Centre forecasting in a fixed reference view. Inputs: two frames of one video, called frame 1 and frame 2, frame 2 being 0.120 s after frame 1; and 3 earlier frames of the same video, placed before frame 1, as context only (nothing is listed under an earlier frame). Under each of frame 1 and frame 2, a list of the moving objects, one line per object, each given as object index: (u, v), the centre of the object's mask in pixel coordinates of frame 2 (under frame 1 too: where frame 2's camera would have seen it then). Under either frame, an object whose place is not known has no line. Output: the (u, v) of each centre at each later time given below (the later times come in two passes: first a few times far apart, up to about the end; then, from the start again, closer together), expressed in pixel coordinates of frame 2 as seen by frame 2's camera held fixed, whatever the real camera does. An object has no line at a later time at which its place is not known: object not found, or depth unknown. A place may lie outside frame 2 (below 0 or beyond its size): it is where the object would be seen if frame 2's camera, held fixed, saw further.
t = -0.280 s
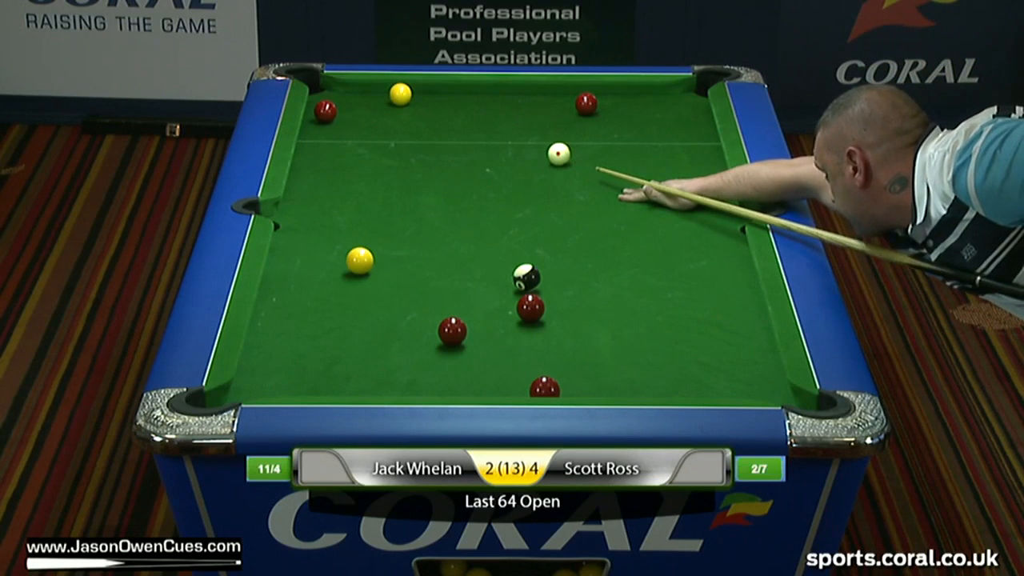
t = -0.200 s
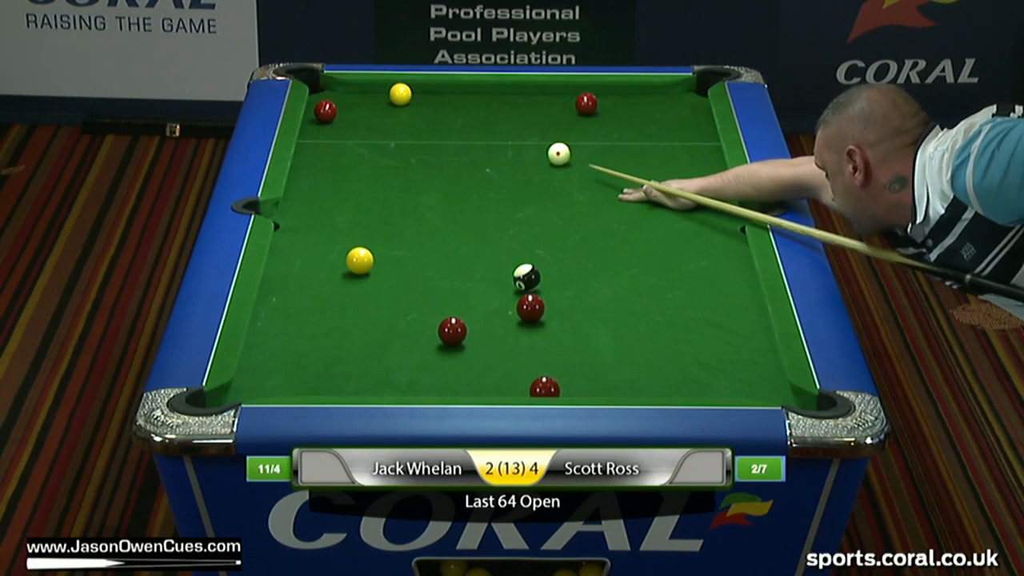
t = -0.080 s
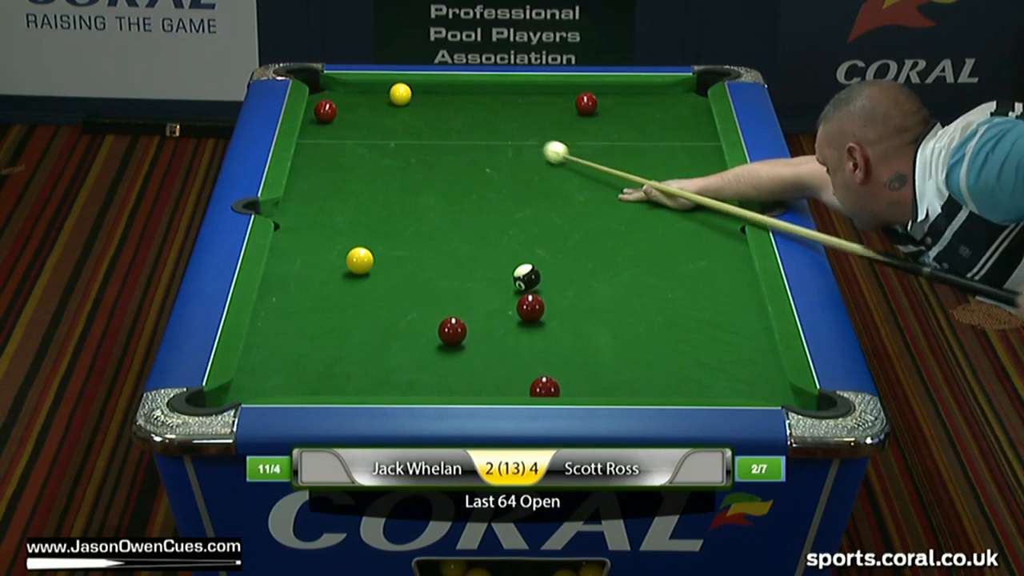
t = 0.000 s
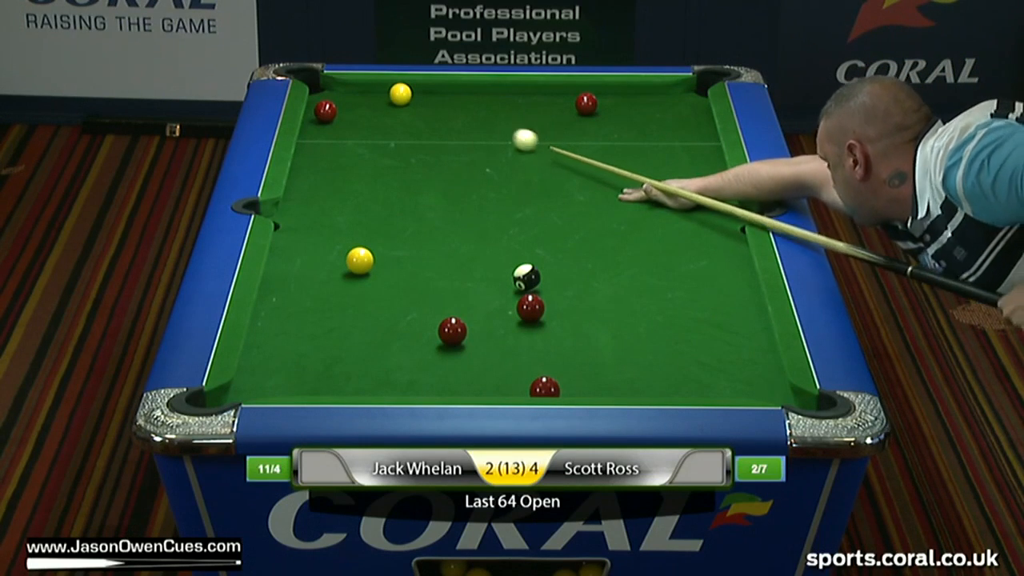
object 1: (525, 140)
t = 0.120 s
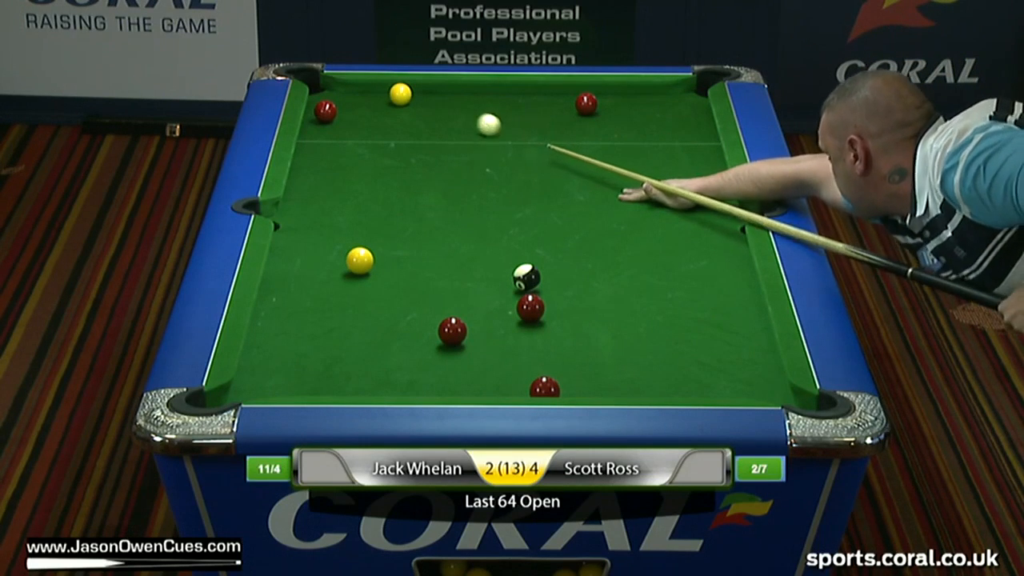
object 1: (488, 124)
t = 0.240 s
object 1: (455, 111)
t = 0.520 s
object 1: (426, 87)
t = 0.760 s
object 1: (425, 98)
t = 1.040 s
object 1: (423, 111)
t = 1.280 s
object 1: (422, 122)
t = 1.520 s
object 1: (421, 132)
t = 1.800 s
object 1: (420, 143)
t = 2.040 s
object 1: (419, 152)
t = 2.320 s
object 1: (420, 162)
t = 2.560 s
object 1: (419, 169)
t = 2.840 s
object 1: (419, 178)
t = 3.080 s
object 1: (418, 184)
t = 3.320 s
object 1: (417, 189)
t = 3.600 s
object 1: (416, 194)
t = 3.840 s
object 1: (416, 198)
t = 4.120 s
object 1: (415, 201)
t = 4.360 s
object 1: (415, 203)
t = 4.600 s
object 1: (416, 204)
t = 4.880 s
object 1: (416, 204)
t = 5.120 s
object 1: (416, 204)
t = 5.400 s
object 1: (416, 204)
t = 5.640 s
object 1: (416, 204)
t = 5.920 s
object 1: (416, 204)
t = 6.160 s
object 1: (416, 204)
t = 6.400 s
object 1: (416, 204)
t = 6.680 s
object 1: (416, 204)
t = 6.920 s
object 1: (416, 204)
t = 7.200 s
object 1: (416, 204)
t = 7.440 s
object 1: (416, 204)
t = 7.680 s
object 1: (416, 204)
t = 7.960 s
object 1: (416, 204)
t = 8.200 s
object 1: (416, 204)
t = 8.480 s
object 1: (416, 204)
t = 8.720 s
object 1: (416, 204)
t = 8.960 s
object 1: (416, 204)
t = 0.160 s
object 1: (477, 120)
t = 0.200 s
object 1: (466, 116)
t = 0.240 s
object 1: (455, 111)
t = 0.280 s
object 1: (445, 107)
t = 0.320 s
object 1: (434, 102)
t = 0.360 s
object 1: (424, 98)
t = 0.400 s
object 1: (423, 95)
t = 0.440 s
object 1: (425, 93)
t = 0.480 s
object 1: (426, 89)
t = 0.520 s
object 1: (426, 87)
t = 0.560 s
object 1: (426, 89)
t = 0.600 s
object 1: (426, 91)
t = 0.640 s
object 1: (426, 93)
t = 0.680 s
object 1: (425, 95)
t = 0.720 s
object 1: (425, 96)
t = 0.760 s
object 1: (425, 98)
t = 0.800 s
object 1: (425, 100)
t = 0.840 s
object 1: (424, 102)
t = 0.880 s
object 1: (424, 104)
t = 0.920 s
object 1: (424, 106)
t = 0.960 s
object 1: (424, 108)
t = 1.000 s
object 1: (424, 109)
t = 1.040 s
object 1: (423, 111)
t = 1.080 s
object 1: (423, 113)
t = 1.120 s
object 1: (423, 115)
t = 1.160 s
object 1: (423, 116)
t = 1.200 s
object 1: (422, 118)
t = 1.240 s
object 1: (422, 120)
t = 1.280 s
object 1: (422, 122)
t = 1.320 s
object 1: (422, 123)
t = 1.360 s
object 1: (422, 125)
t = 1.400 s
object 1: (421, 127)
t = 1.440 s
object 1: (421, 129)
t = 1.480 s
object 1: (421, 130)
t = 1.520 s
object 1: (421, 132)
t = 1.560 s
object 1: (420, 134)
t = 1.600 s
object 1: (420, 135)
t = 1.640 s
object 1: (420, 137)
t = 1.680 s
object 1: (420, 138)
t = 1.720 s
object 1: (420, 140)
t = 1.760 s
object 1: (420, 142)
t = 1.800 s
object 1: (420, 143)
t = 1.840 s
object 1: (420, 145)
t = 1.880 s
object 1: (420, 146)
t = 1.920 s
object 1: (419, 147)
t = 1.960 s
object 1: (419, 149)
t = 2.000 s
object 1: (419, 151)
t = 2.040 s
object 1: (419, 152)
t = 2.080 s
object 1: (419, 153)
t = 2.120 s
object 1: (419, 155)
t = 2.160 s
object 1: (419, 156)
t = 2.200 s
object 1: (419, 158)
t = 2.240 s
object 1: (420, 159)
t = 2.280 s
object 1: (420, 160)
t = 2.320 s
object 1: (420, 162)
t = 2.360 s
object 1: (419, 163)
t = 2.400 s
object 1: (420, 164)
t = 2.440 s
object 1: (419, 166)
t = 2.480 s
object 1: (419, 167)
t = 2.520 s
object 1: (419, 168)
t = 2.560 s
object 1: (419, 169)
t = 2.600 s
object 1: (419, 171)
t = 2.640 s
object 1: (419, 172)
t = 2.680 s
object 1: (419, 173)
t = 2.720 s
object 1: (419, 174)
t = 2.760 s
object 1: (419, 175)
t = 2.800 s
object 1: (419, 176)
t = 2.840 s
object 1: (419, 178)
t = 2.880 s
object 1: (419, 178)
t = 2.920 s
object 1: (418, 179)
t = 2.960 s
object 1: (419, 180)
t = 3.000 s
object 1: (418, 181)
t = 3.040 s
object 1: (418, 183)
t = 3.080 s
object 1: (418, 184)
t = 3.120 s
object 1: (418, 185)
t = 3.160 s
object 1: (418, 185)
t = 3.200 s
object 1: (418, 187)
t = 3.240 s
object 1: (418, 187)
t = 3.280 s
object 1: (418, 188)
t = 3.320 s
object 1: (417, 189)
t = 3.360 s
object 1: (417, 190)
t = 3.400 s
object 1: (417, 191)
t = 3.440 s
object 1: (417, 192)
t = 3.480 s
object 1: (417, 192)
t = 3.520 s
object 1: (417, 193)
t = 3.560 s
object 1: (417, 194)
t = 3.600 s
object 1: (416, 194)
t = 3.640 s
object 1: (416, 195)
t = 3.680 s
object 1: (416, 196)
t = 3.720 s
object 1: (416, 196)
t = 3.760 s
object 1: (416, 197)
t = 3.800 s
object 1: (416, 197)
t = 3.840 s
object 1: (416, 198)
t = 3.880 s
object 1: (416, 199)
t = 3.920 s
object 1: (415, 199)
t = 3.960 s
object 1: (415, 200)
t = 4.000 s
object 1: (415, 200)
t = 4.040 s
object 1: (415, 200)
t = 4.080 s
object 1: (415, 201)
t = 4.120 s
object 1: (415, 201)
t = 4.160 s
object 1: (415, 201)
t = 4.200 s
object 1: (415, 202)
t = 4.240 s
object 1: (415, 202)
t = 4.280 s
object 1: (416, 202)
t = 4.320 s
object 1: (415, 203)
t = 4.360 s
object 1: (415, 203)
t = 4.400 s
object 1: (415, 203)
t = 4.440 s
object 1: (416, 203)
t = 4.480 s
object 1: (416, 204)
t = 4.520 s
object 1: (416, 204)
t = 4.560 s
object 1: (416, 204)
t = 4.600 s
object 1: (416, 204)
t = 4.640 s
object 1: (416, 204)
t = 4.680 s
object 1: (416, 204)
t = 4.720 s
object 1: (416, 204)
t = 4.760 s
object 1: (416, 204)
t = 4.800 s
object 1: (416, 204)
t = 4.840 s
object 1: (416, 205)
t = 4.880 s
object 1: (416, 204)
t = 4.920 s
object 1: (416, 204)
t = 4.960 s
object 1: (416, 204)
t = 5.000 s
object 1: (416, 204)
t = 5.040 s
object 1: (416, 204)
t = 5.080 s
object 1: (416, 204)
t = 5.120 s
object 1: (416, 204)
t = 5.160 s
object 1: (416, 204)
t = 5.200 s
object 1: (416, 204)
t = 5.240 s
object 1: (416, 204)
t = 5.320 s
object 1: (416, 204)
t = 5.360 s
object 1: (416, 204)
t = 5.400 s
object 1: (416, 204)
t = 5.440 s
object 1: (416, 204)
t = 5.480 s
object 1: (416, 204)
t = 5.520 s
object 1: (416, 204)
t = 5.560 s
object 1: (416, 204)
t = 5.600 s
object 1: (416, 204)
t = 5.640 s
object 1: (416, 204)
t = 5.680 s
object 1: (416, 204)
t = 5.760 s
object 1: (416, 204)
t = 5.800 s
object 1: (416, 204)
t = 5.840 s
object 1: (416, 204)
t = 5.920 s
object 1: (416, 204)
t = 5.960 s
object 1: (416, 204)
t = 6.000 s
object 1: (416, 204)
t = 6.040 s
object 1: (416, 204)
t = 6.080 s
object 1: (416, 204)
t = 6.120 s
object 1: (416, 204)
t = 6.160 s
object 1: (416, 204)
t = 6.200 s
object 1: (416, 204)
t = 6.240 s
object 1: (416, 204)
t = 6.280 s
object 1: (416, 204)
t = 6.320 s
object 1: (416, 204)
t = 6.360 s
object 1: (416, 204)
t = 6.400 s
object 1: (416, 204)
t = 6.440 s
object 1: (416, 204)
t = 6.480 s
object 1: (416, 204)
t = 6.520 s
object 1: (416, 204)
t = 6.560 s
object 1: (416, 204)
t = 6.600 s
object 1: (416, 204)
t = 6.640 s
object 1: (416, 204)
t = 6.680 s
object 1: (416, 204)
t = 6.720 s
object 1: (416, 204)
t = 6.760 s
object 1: (416, 204)
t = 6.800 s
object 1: (416, 204)
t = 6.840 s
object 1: (416, 204)
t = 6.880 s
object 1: (416, 204)
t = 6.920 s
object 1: (416, 204)
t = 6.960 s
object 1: (416, 204)
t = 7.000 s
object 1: (416, 204)
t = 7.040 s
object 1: (416, 204)
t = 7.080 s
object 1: (416, 204)
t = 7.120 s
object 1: (416, 204)
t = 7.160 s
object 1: (416, 204)
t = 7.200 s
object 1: (416, 204)
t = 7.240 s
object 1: (416, 204)
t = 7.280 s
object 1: (416, 204)
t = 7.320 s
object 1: (416, 204)
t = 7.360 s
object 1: (416, 204)
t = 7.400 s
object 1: (416, 204)
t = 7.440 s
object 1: (416, 204)
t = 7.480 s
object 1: (416, 204)
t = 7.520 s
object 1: (416, 204)
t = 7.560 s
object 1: (416, 204)
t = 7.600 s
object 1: (416, 204)
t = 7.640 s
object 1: (416, 204)
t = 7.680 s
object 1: (416, 204)
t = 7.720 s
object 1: (416, 204)
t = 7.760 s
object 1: (416, 204)
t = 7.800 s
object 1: (416, 204)
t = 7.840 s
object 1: (416, 204)
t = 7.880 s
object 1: (416, 204)
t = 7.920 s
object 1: (416, 204)
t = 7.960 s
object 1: (416, 204)
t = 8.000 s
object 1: (416, 204)
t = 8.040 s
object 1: (416, 204)
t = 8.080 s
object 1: (416, 204)
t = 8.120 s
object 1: (416, 204)
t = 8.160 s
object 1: (416, 204)
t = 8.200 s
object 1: (416, 204)
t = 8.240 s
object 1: (416, 204)
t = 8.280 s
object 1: (416, 204)
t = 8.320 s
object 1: (416, 204)
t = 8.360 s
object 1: (416, 204)
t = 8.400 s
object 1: (416, 204)
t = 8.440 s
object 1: (416, 204)
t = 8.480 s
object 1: (416, 204)
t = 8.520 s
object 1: (416, 204)
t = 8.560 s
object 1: (416, 204)
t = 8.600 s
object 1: (416, 204)
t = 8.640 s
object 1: (416, 204)
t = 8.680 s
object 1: (416, 204)
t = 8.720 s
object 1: (416, 204)
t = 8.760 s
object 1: (416, 204)
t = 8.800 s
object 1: (416, 204)
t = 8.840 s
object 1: (416, 204)
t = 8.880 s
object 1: (416, 204)
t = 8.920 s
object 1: (416, 204)
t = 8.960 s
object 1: (416, 204)
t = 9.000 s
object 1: (416, 204)
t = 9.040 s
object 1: (416, 204)
